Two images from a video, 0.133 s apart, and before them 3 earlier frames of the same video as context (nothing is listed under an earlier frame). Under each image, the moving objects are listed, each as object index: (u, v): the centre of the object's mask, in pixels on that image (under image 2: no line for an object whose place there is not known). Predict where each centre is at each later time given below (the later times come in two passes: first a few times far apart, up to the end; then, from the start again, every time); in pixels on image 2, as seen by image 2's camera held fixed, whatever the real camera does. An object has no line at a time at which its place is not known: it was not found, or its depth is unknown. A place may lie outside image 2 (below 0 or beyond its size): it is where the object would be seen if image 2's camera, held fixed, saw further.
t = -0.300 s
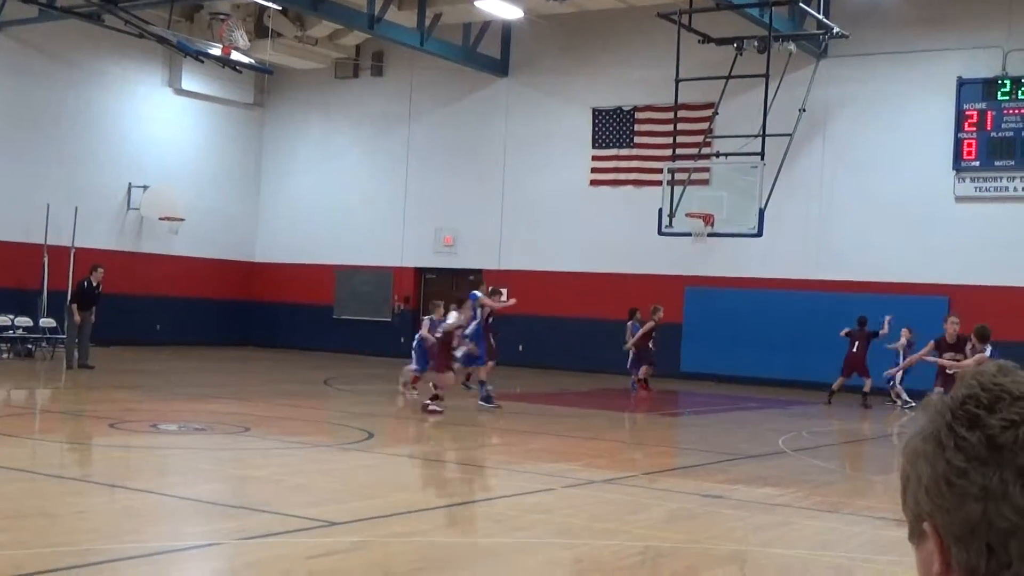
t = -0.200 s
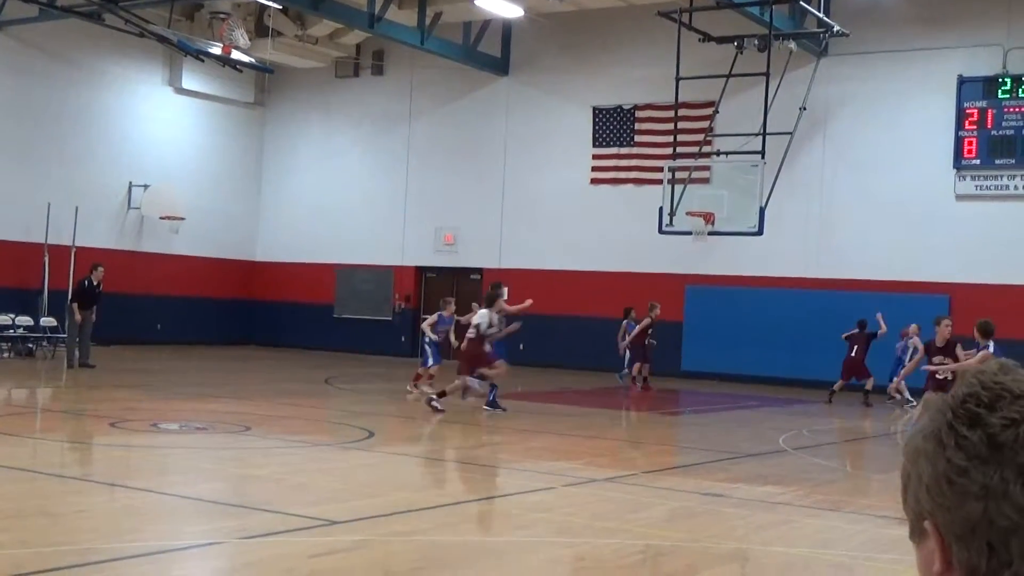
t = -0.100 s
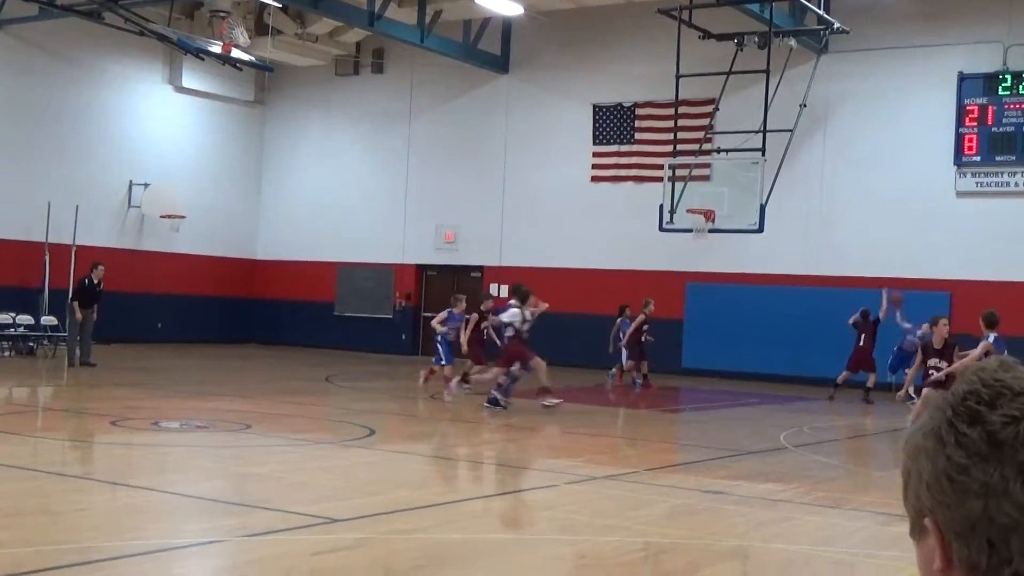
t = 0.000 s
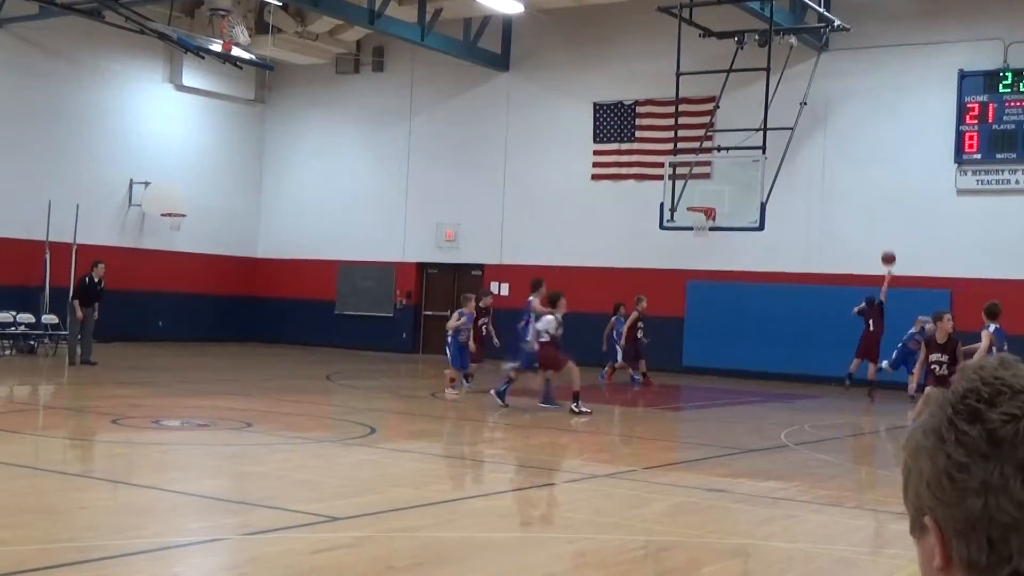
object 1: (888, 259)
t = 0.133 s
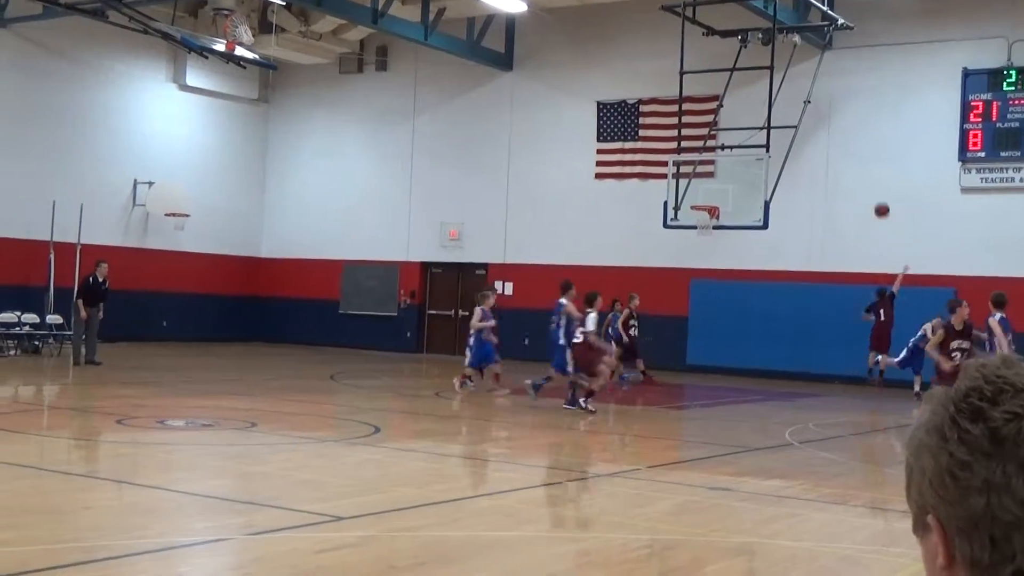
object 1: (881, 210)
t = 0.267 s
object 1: (869, 171)
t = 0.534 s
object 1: (836, 119)
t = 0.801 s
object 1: (794, 114)
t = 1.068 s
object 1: (735, 178)
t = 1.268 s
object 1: (675, 283)
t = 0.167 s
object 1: (879, 199)
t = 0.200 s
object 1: (876, 189)
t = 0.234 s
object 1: (872, 180)
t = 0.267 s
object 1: (869, 171)
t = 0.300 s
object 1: (865, 162)
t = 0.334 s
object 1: (862, 154)
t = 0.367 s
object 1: (858, 146)
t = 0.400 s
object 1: (854, 139)
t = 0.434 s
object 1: (849, 133)
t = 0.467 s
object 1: (845, 128)
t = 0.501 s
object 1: (841, 123)
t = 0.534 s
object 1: (836, 119)
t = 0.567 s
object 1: (832, 116)
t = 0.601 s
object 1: (827, 113)
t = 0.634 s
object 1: (822, 111)
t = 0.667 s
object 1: (817, 110)
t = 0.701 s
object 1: (811, 109)
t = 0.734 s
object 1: (806, 110)
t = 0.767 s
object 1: (800, 112)
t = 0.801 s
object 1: (794, 114)
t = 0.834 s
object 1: (787, 117)
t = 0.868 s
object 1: (780, 123)
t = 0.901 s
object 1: (773, 129)
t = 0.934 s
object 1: (766, 136)
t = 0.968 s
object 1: (758, 144)
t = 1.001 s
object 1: (751, 155)
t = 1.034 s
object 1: (743, 166)
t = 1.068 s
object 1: (735, 178)
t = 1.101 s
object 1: (726, 192)
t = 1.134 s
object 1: (717, 208)
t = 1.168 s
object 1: (707, 225)
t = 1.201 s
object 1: (697, 243)
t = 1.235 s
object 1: (687, 263)
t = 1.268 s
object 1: (675, 283)
